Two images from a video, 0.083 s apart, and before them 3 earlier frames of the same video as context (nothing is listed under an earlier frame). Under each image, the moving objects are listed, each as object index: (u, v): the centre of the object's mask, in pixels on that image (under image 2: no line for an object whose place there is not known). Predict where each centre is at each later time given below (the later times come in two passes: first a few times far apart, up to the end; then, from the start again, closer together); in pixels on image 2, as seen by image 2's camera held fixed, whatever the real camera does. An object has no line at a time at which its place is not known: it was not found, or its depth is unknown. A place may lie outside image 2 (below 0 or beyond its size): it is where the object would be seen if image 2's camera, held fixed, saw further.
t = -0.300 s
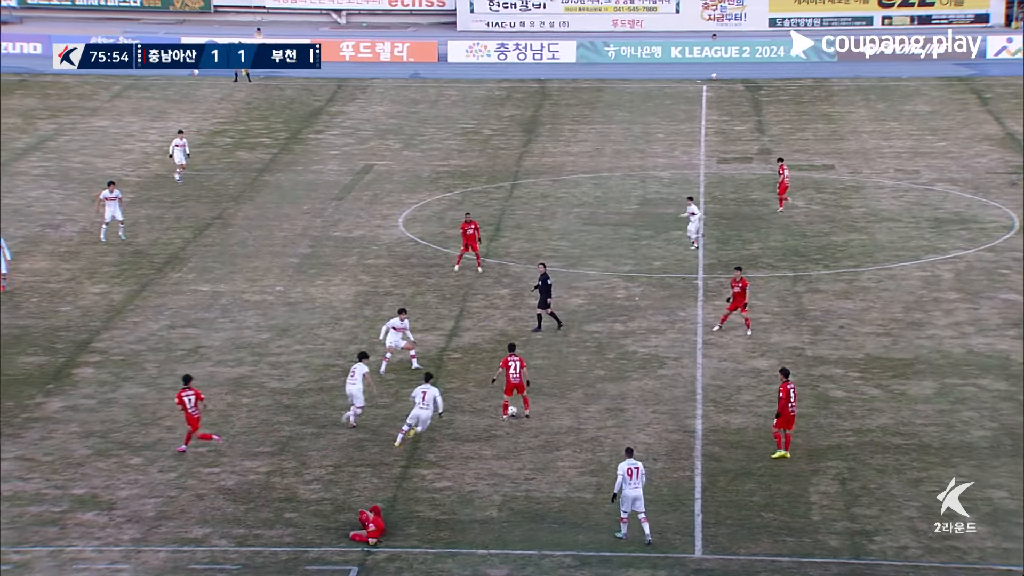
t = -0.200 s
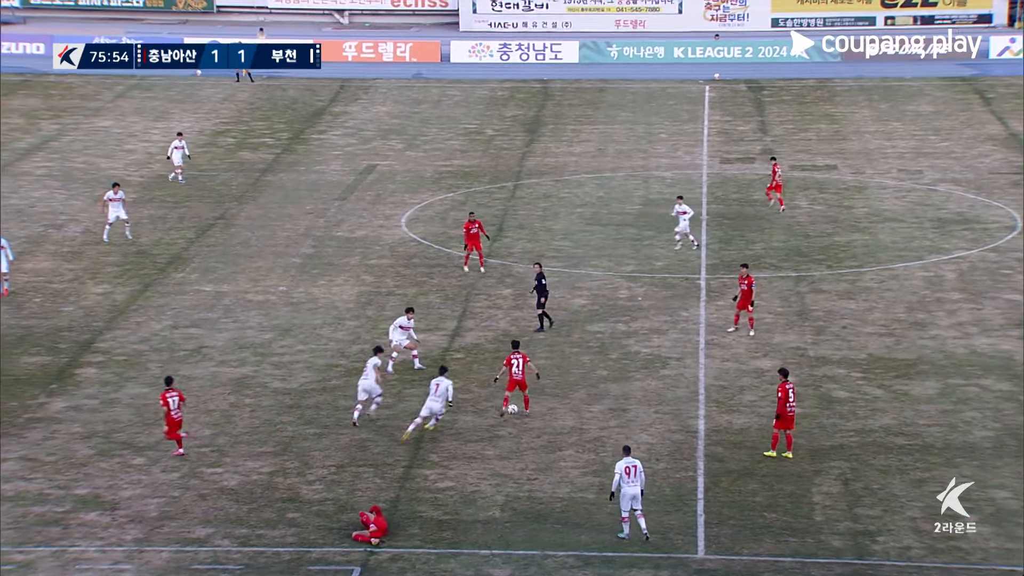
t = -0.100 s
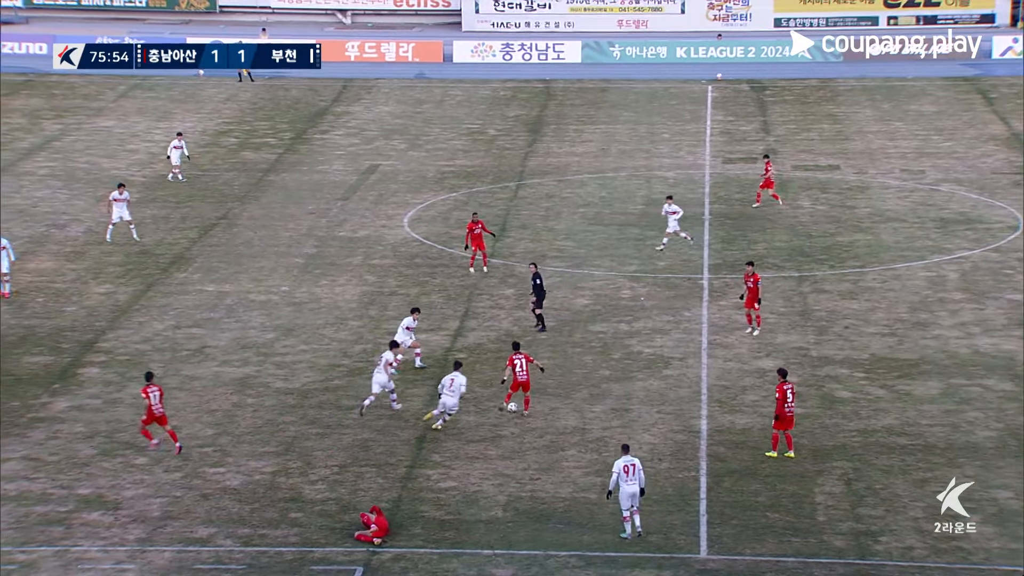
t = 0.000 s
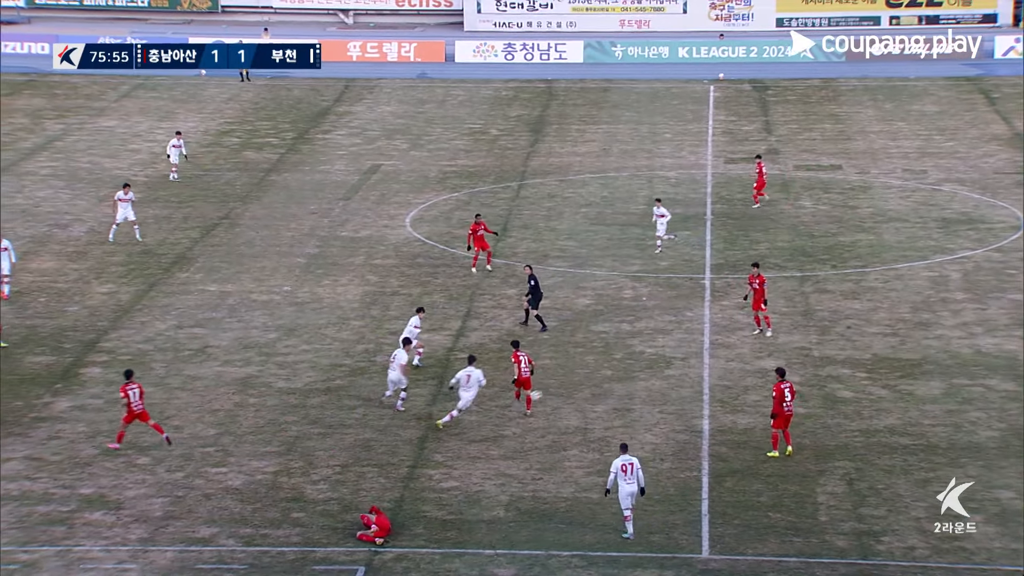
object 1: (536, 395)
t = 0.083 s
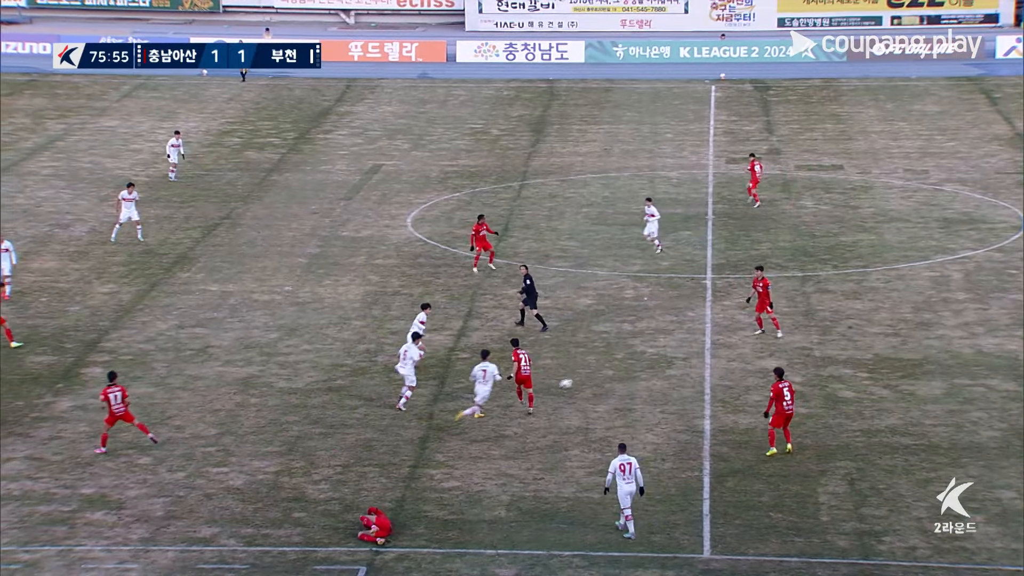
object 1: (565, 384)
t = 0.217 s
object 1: (610, 369)
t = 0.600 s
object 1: (714, 338)
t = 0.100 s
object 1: (572, 382)
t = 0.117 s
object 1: (577, 380)
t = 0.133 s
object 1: (583, 379)
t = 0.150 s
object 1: (589, 377)
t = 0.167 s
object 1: (595, 376)
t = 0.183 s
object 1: (601, 374)
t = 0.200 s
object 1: (606, 372)
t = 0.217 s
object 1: (610, 369)
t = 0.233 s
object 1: (616, 367)
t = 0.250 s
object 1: (620, 365)
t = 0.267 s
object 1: (625, 363)
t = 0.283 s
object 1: (630, 361)
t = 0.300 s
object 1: (635, 360)
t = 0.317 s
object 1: (640, 358)
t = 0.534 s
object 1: (698, 342)
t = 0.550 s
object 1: (702, 341)
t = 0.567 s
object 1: (706, 340)
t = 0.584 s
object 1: (710, 340)
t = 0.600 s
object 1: (714, 338)
